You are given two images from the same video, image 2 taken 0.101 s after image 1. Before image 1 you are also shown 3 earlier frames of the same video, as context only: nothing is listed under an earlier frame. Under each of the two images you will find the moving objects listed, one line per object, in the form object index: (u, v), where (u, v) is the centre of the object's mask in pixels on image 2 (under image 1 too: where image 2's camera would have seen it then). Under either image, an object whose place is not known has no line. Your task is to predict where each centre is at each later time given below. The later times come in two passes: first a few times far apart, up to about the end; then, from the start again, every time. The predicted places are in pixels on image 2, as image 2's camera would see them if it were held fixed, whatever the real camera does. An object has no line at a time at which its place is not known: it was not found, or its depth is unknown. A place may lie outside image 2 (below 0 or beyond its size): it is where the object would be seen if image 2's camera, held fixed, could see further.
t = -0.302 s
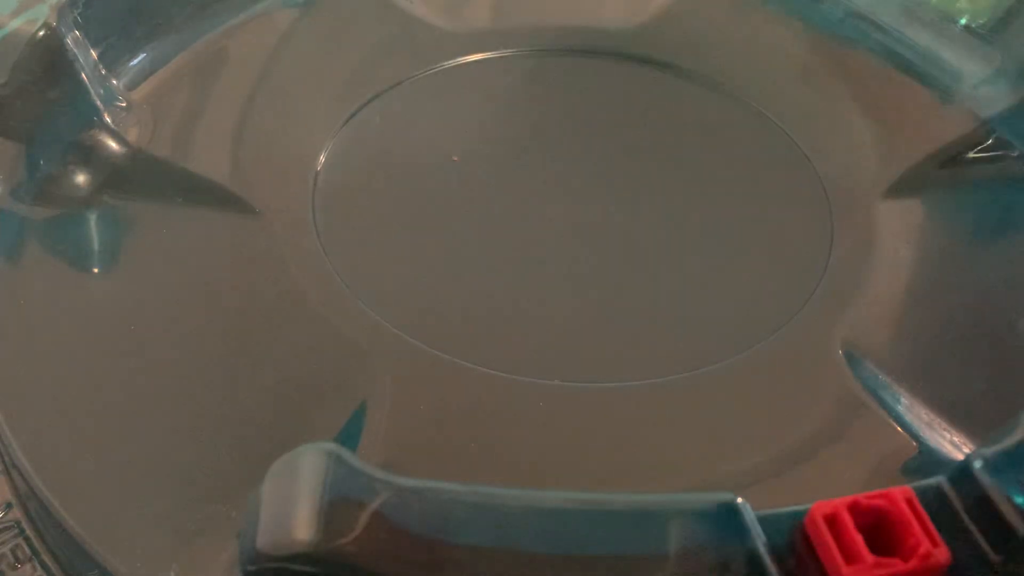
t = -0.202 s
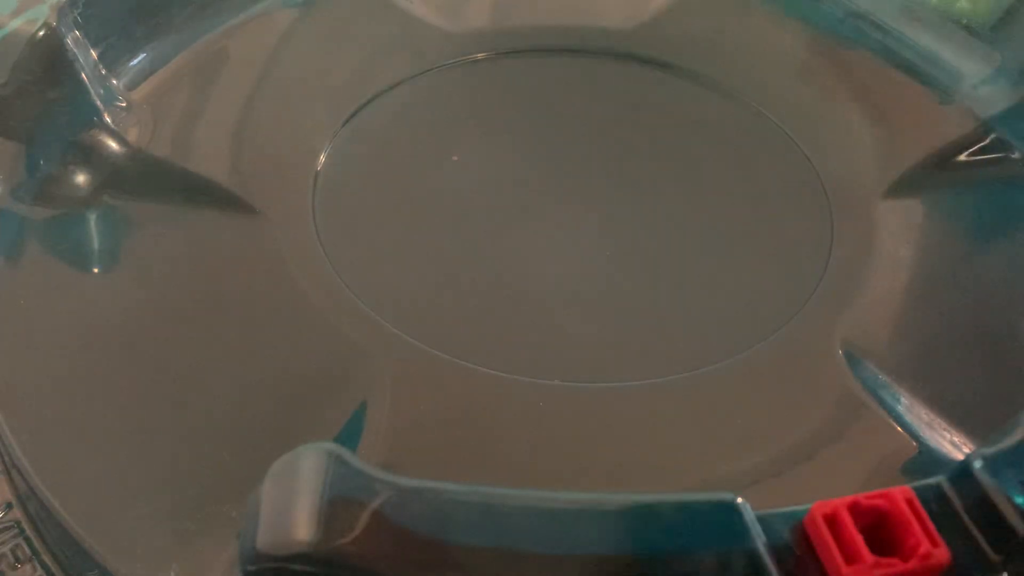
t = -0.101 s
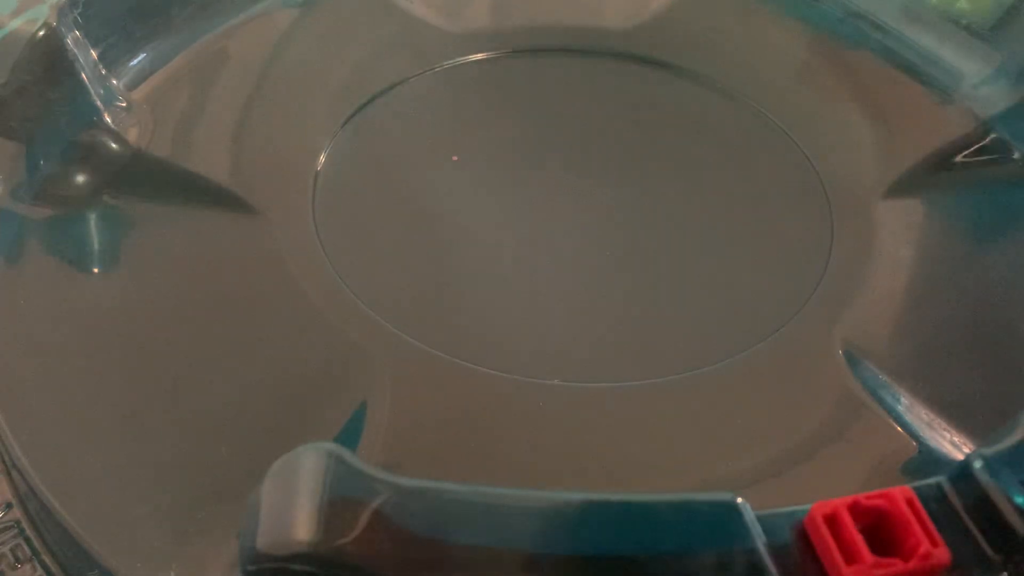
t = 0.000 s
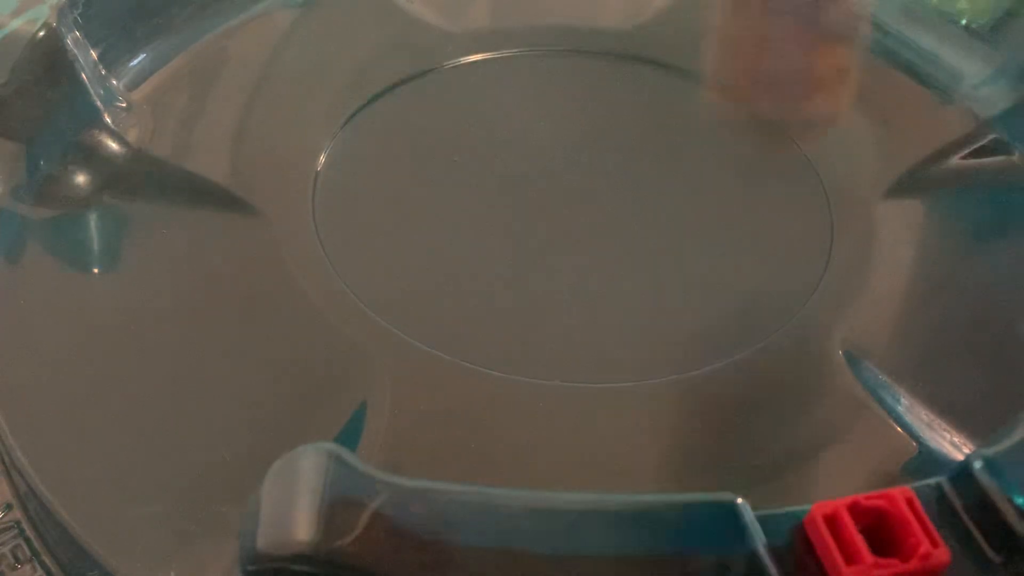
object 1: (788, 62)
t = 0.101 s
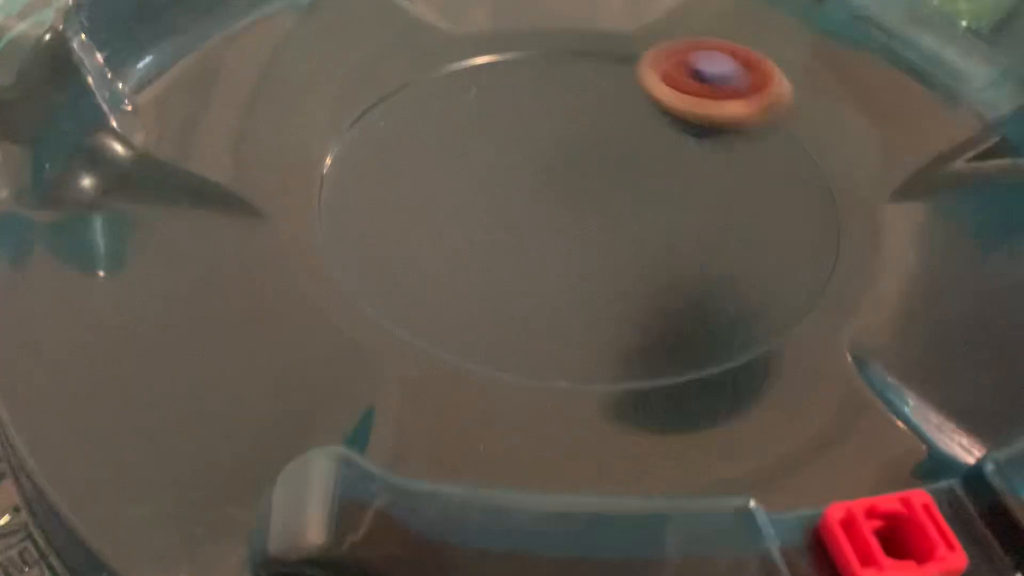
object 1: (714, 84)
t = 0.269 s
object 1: (584, 106)
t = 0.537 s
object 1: (453, 150)
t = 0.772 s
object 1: (456, 204)
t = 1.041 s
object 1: (562, 218)
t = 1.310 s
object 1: (573, 161)
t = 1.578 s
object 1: (518, 133)
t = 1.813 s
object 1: (520, 171)
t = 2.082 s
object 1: (593, 147)
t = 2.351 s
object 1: (555, 116)
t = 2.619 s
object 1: (555, 164)
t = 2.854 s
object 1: (642, 152)
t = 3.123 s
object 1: (610, 118)
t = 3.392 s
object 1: (586, 175)
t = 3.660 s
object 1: (682, 174)
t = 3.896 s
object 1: (646, 136)
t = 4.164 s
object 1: (576, 197)
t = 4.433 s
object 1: (669, 222)
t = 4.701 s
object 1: (650, 174)
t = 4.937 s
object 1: (550, 188)
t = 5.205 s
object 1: (589, 236)
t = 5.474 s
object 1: (611, 190)
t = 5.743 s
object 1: (511, 182)
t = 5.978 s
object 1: (540, 215)
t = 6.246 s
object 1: (566, 170)
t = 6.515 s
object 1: (506, 162)
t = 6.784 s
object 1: (554, 181)
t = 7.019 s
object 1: (565, 136)
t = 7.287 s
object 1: (516, 151)
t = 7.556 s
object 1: (604, 168)
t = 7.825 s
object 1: (593, 111)
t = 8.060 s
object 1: (543, 148)
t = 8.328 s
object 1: (649, 183)
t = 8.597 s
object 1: (663, 130)
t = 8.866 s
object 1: (563, 148)
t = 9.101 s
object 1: (602, 219)
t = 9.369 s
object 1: (685, 202)
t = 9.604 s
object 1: (643, 164)
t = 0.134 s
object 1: (687, 74)
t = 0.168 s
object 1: (653, 93)
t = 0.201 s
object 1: (622, 124)
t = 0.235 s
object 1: (605, 105)
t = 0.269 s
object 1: (584, 106)
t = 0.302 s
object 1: (562, 113)
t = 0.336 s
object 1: (541, 117)
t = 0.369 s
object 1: (521, 118)
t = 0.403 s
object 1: (501, 122)
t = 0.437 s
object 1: (484, 128)
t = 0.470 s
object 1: (471, 134)
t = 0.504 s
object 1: (461, 141)
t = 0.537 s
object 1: (453, 150)
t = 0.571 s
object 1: (447, 157)
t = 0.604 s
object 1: (444, 164)
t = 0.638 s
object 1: (443, 173)
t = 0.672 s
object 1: (444, 181)
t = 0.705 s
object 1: (446, 189)
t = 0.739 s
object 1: (450, 196)
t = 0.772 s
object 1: (456, 204)
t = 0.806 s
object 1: (465, 210)
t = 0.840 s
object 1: (476, 217)
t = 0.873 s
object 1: (488, 222)
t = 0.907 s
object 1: (503, 224)
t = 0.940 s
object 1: (518, 227)
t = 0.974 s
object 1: (534, 226)
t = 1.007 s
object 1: (550, 223)
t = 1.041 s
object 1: (562, 218)
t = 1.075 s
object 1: (569, 214)
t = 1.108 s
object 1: (575, 206)
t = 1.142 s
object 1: (581, 197)
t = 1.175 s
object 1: (583, 189)
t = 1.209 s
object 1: (582, 184)
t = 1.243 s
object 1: (581, 175)
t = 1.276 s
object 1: (578, 168)
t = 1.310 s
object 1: (573, 161)
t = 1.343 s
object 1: (568, 154)
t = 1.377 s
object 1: (561, 149)
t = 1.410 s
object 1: (555, 144)
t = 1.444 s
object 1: (549, 140)
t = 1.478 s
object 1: (542, 136)
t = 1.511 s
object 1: (533, 135)
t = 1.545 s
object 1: (525, 133)
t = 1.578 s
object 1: (518, 133)
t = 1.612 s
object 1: (511, 135)
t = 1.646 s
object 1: (506, 137)
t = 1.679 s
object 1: (499, 145)
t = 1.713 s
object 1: (498, 153)
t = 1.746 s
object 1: (501, 159)
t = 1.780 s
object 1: (509, 166)
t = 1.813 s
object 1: (520, 171)
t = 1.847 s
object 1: (531, 174)
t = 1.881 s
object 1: (543, 176)
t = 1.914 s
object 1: (556, 175)
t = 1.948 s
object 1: (569, 172)
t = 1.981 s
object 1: (580, 167)
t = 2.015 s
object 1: (587, 160)
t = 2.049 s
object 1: (591, 153)
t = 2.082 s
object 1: (593, 147)
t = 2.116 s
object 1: (594, 141)
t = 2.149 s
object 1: (593, 134)
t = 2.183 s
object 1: (589, 129)
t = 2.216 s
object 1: (584, 123)
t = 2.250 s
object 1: (577, 120)
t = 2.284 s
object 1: (571, 117)
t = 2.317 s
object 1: (563, 116)
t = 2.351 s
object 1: (555, 116)
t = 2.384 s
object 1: (547, 117)
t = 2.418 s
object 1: (540, 120)
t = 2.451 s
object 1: (536, 124)
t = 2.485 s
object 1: (533, 130)
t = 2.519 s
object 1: (532, 138)
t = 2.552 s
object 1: (537, 148)
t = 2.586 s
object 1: (545, 155)
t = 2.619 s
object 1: (555, 164)
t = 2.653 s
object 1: (569, 168)
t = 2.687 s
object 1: (585, 173)
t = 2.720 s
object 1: (601, 172)
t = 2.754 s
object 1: (616, 169)
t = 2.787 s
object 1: (627, 164)
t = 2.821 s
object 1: (635, 158)
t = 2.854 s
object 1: (642, 152)
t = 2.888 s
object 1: (647, 144)
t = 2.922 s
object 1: (648, 135)
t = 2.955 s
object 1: (645, 130)
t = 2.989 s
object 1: (641, 126)
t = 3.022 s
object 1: (635, 123)
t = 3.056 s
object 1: (628, 119)
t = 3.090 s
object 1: (619, 118)
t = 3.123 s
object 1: (610, 118)
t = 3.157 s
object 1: (599, 119)
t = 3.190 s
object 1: (588, 125)
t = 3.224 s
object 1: (580, 129)
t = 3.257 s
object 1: (574, 137)
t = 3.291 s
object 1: (572, 145)
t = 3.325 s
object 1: (572, 157)
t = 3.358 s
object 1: (577, 167)
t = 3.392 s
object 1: (586, 175)
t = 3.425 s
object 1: (598, 182)
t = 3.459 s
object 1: (611, 188)
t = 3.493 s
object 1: (626, 188)
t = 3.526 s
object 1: (639, 190)
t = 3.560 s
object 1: (654, 187)
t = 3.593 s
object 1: (665, 184)
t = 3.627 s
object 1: (676, 179)
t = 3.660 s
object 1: (682, 174)
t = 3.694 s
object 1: (687, 167)
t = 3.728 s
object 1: (688, 160)
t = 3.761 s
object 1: (685, 153)
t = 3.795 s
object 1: (680, 147)
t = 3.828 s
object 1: (671, 144)
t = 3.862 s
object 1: (660, 140)
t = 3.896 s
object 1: (646, 136)
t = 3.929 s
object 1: (629, 136)
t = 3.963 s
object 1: (613, 139)
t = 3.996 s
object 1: (597, 145)
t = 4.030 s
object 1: (585, 153)
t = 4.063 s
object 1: (576, 165)
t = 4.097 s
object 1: (571, 173)
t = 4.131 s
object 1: (572, 185)
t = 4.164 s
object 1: (576, 197)
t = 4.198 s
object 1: (586, 204)
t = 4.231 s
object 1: (596, 213)
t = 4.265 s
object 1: (608, 219)
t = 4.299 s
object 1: (621, 224)
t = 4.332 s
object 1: (635, 224)
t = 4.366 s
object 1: (647, 225)
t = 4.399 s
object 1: (658, 223)
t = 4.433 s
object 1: (669, 222)
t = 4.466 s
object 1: (678, 217)
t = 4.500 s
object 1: (685, 210)
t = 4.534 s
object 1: (687, 204)
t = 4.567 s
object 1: (685, 198)
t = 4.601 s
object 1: (680, 191)
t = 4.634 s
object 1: (673, 184)
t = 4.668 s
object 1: (662, 176)
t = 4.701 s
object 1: (650, 174)
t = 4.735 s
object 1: (633, 168)
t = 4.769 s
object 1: (618, 169)
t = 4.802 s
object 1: (602, 168)
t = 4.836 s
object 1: (584, 172)
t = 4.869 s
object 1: (570, 173)
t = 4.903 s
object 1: (558, 181)
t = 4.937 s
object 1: (550, 188)
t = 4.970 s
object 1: (544, 198)
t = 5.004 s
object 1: (546, 206)
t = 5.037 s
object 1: (549, 216)
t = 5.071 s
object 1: (555, 223)
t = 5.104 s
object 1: (562, 227)
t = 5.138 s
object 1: (571, 232)
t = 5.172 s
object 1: (580, 235)
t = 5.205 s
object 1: (589, 236)
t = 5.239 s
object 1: (598, 235)
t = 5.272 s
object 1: (608, 233)
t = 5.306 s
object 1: (617, 229)
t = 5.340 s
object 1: (623, 224)
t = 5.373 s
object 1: (626, 216)
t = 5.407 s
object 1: (625, 206)
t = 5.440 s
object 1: (620, 197)
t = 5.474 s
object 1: (611, 190)
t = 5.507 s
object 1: (600, 182)
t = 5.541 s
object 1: (588, 176)
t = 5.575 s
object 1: (574, 172)
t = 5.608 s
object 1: (560, 171)
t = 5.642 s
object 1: (546, 170)
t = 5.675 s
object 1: (532, 173)
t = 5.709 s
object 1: (519, 176)
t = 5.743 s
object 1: (511, 182)
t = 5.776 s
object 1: (506, 190)
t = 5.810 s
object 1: (505, 197)
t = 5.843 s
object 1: (510, 202)
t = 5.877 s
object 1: (516, 209)
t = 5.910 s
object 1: (523, 211)
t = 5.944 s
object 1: (531, 214)
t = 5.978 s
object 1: (540, 215)
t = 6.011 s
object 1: (550, 213)
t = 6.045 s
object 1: (558, 212)
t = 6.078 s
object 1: (566, 207)
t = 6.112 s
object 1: (571, 203)
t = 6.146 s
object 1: (576, 197)
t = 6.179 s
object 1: (574, 183)
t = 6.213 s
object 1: (570, 176)
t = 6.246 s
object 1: (566, 170)
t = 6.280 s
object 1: (559, 165)
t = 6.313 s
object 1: (551, 159)
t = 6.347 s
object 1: (542, 157)
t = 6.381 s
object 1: (532, 153)
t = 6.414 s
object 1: (524, 152)
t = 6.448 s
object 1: (516, 155)
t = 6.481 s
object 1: (510, 158)
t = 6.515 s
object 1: (506, 162)
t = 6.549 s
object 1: (506, 168)
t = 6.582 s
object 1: (508, 173)
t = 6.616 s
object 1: (513, 177)
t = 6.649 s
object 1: (519, 181)
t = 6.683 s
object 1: (527, 183)
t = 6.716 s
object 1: (536, 183)
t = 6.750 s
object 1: (546, 183)
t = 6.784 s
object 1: (554, 181)
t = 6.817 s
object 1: (563, 177)
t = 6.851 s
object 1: (569, 173)
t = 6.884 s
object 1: (574, 168)
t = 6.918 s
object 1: (576, 158)
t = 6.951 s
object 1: (575, 150)
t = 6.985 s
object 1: (571, 143)
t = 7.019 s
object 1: (565, 136)
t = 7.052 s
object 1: (558, 131)
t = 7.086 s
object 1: (548, 128)
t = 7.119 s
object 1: (540, 128)
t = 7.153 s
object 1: (531, 128)
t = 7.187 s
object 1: (523, 132)
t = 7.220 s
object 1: (518, 137)
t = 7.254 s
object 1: (515, 144)
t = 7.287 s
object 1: (516, 151)
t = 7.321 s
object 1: (521, 159)
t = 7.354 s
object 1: (529, 166)
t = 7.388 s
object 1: (540, 168)
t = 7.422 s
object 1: (551, 172)
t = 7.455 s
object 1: (563, 174)
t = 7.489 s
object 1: (577, 174)
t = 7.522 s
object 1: (592, 172)
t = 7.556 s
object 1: (604, 168)
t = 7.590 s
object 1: (613, 161)
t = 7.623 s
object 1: (620, 154)
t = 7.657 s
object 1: (623, 145)
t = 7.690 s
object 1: (624, 136)
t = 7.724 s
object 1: (620, 127)
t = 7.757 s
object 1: (613, 121)
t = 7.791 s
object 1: (604, 114)
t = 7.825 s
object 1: (593, 111)
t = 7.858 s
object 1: (580, 111)
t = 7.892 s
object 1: (567, 113)
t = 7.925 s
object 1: (557, 116)
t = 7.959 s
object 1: (548, 121)
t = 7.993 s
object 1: (544, 129)
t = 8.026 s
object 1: (542, 138)
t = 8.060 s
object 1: (543, 148)
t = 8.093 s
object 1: (548, 158)
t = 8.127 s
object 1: (556, 169)
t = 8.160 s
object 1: (568, 175)
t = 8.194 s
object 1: (583, 182)
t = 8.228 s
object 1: (600, 187)
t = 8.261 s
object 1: (617, 188)
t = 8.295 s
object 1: (634, 187)
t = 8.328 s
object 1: (649, 183)
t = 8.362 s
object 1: (661, 177)
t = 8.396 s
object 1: (670, 170)
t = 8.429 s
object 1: (676, 162)
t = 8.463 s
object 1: (678, 155)
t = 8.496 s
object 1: (678, 145)
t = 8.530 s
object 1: (675, 141)
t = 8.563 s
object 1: (671, 133)
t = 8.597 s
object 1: (663, 130)
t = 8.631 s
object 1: (655, 126)
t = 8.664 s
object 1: (643, 123)
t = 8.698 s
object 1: (630, 122)
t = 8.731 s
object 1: (615, 122)
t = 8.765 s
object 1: (600, 125)
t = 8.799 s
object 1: (584, 130)
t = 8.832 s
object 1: (572, 139)
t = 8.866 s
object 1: (563, 148)
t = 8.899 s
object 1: (556, 159)
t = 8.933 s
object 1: (555, 171)
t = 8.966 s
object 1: (557, 182)
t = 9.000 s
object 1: (563, 194)
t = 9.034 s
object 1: (573, 206)
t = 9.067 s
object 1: (586, 215)
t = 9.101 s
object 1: (602, 219)
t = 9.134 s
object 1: (618, 225)
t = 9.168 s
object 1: (635, 225)
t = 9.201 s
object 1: (649, 224)
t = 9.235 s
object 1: (661, 221)
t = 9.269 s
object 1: (673, 217)
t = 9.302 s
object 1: (680, 213)
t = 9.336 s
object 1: (685, 208)
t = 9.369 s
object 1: (685, 202)
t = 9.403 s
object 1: (684, 197)
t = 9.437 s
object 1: (682, 190)
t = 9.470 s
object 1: (678, 185)
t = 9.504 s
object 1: (672, 181)
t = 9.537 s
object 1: (665, 175)
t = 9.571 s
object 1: (654, 169)
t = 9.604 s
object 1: (643, 164)
